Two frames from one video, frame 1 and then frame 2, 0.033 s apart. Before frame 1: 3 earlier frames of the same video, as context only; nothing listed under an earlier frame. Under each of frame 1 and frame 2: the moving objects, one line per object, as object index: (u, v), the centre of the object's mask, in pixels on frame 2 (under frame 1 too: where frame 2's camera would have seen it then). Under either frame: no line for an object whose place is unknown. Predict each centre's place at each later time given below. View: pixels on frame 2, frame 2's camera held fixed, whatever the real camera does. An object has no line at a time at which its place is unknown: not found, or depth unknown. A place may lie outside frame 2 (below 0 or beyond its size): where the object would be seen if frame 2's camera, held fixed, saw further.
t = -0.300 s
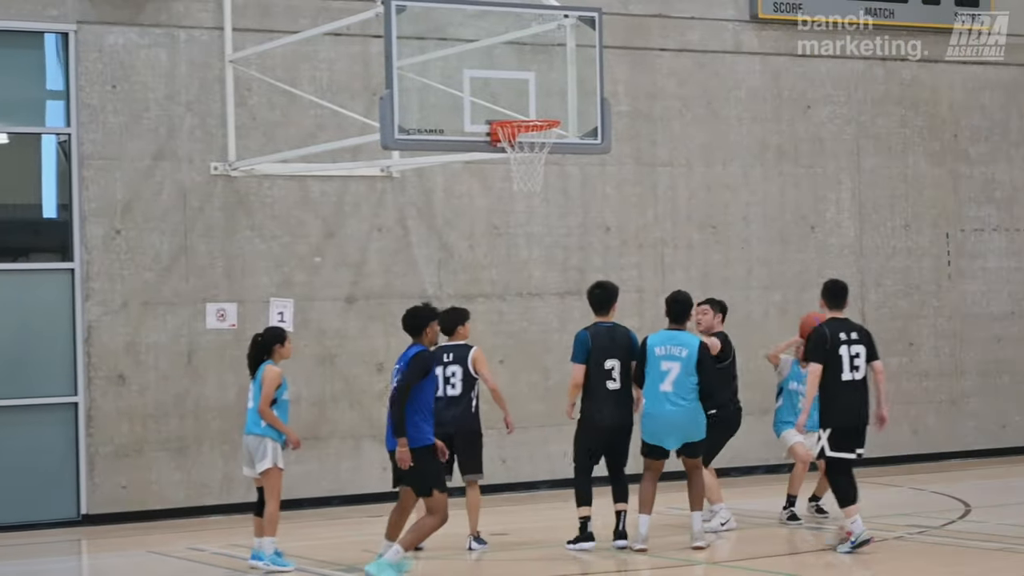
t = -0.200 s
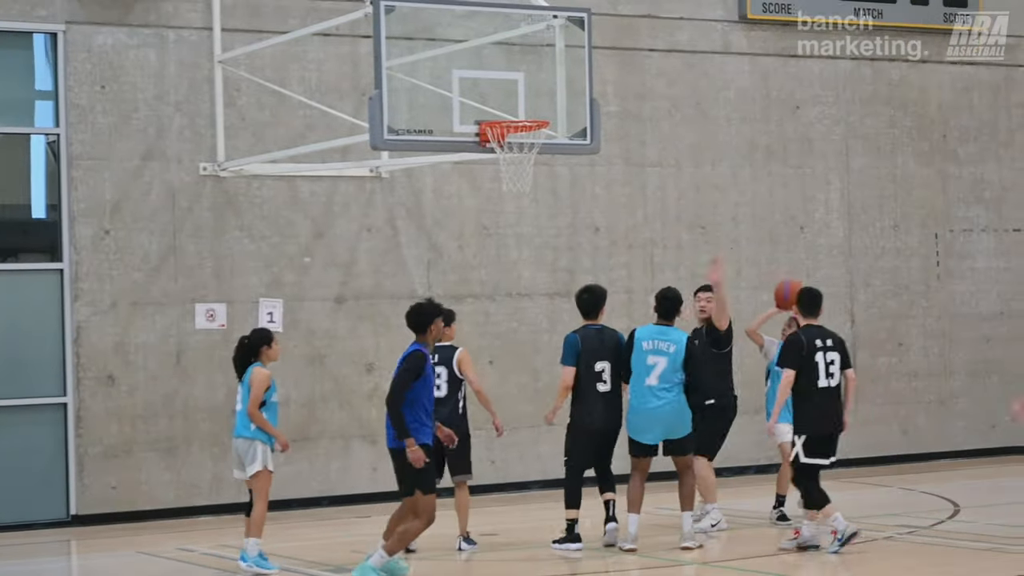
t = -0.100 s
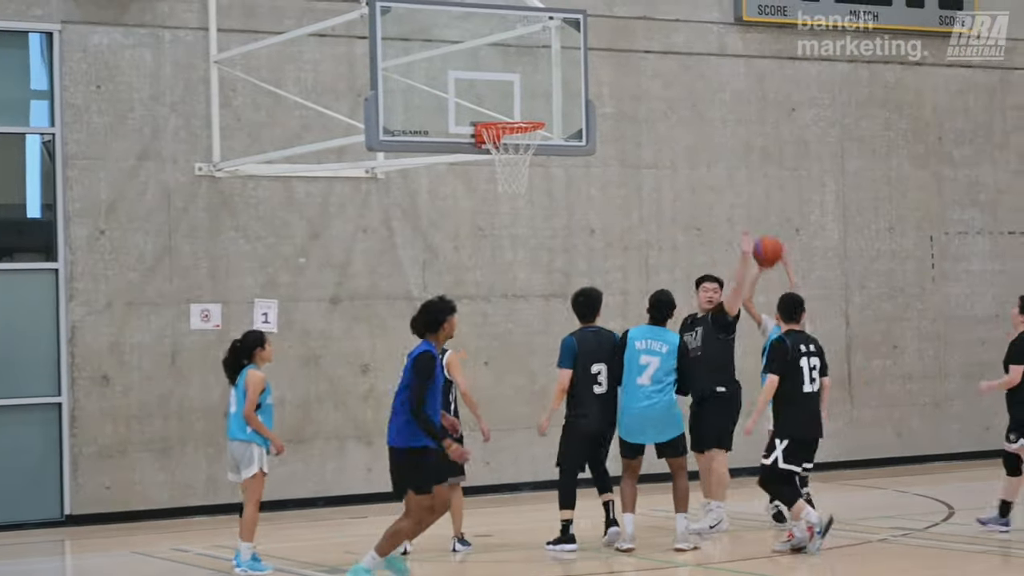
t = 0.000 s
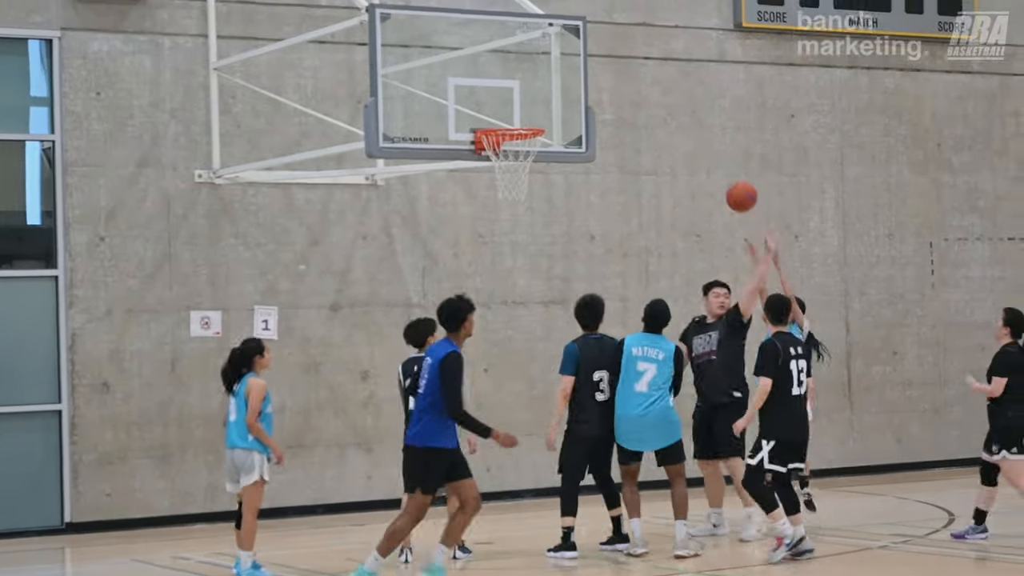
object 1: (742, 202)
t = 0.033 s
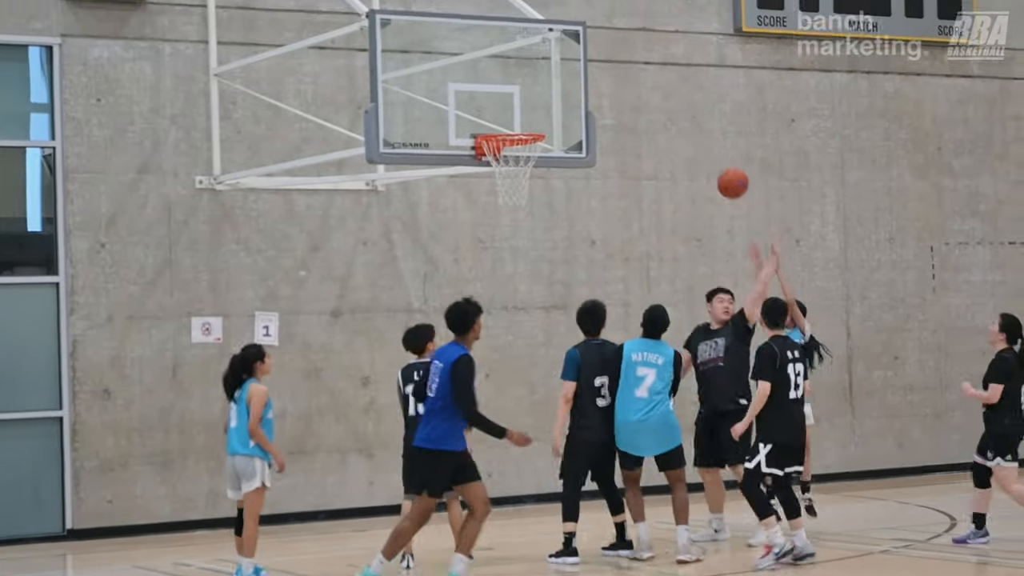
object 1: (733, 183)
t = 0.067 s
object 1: (723, 165)
